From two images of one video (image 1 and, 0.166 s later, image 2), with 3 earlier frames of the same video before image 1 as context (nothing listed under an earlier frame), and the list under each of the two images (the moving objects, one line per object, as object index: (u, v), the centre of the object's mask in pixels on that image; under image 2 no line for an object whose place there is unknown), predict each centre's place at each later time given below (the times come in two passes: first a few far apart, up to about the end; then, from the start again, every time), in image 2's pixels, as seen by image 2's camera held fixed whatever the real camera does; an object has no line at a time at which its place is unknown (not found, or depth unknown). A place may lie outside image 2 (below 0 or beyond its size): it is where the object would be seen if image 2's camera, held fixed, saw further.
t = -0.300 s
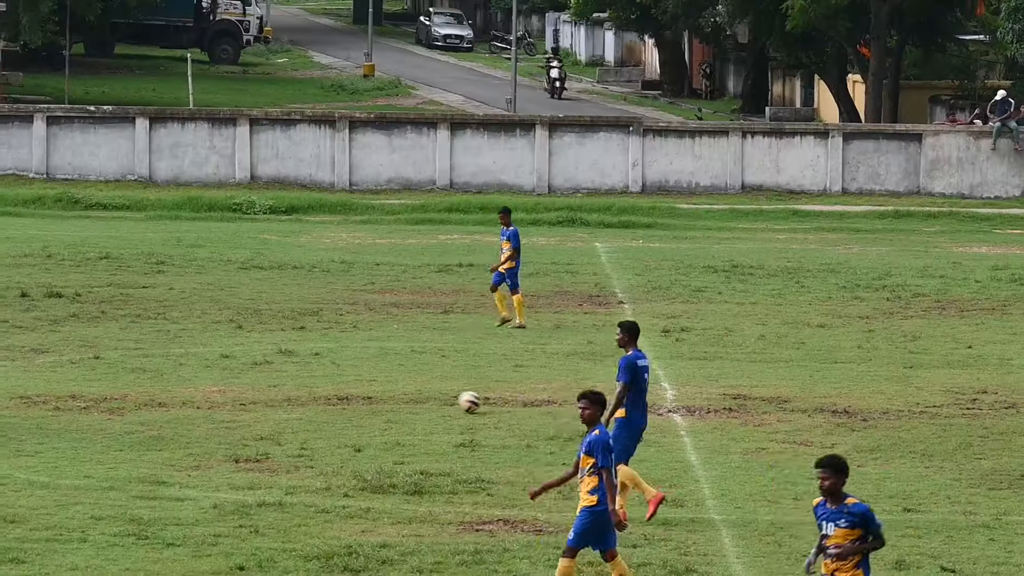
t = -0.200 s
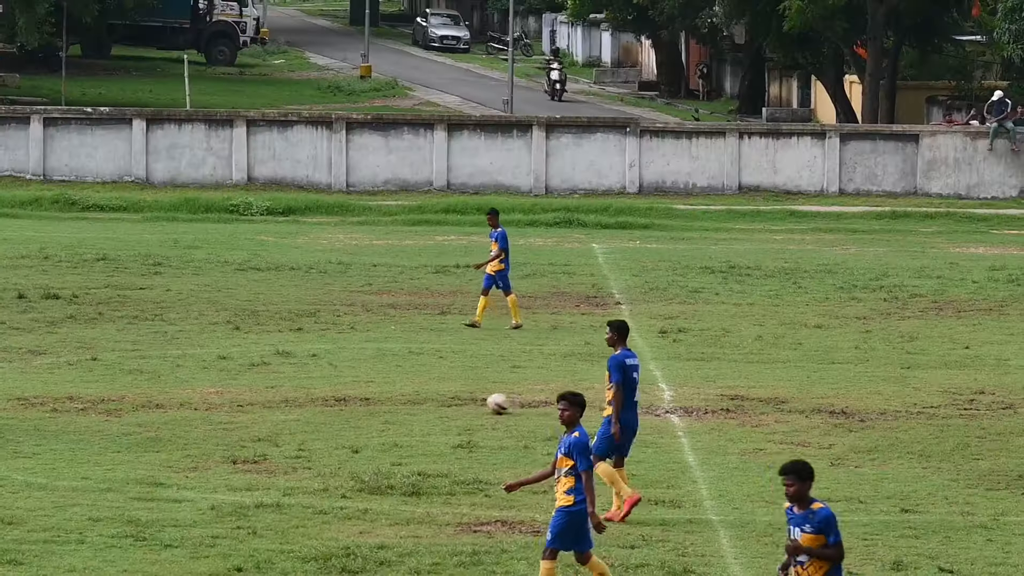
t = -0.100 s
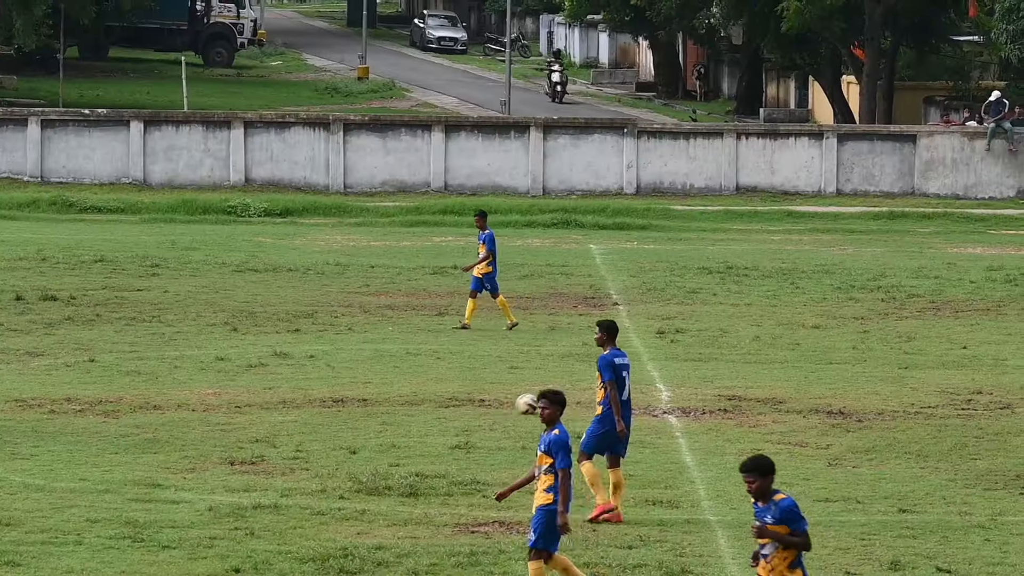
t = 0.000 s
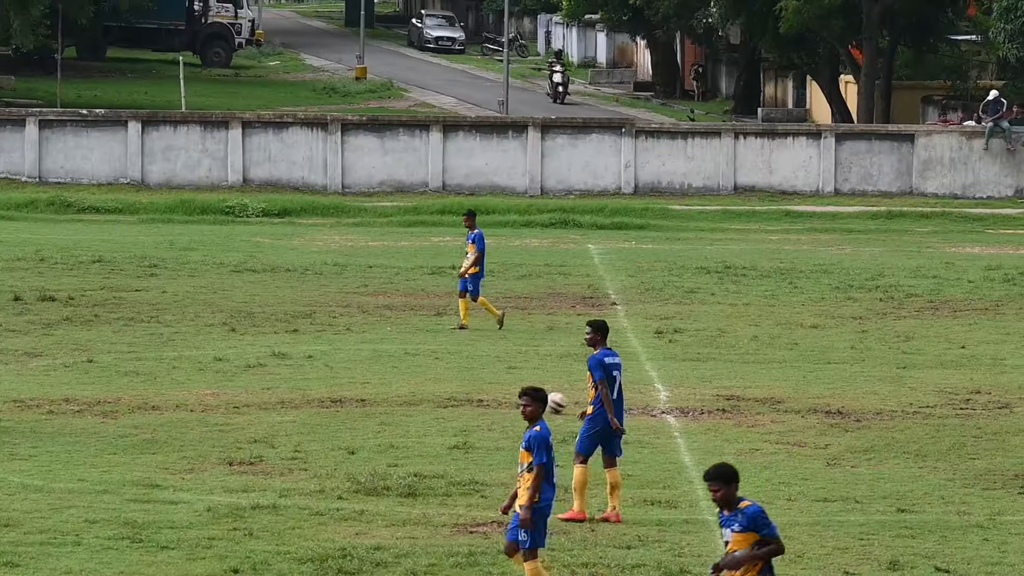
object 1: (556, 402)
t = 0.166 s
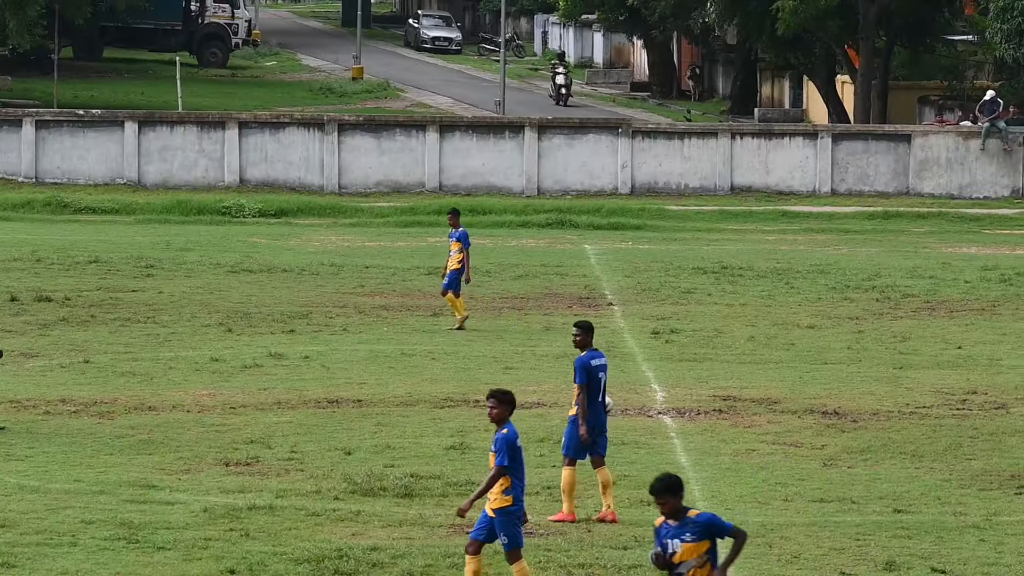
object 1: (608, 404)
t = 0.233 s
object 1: (622, 405)
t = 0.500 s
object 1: (689, 406)
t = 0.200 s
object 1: (613, 405)
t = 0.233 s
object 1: (622, 405)
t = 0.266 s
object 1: (631, 404)
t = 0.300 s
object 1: (641, 404)
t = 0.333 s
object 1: (651, 405)
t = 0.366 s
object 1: (659, 406)
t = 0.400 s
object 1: (669, 407)
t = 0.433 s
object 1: (675, 407)
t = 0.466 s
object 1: (682, 406)
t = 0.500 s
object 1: (689, 406)
